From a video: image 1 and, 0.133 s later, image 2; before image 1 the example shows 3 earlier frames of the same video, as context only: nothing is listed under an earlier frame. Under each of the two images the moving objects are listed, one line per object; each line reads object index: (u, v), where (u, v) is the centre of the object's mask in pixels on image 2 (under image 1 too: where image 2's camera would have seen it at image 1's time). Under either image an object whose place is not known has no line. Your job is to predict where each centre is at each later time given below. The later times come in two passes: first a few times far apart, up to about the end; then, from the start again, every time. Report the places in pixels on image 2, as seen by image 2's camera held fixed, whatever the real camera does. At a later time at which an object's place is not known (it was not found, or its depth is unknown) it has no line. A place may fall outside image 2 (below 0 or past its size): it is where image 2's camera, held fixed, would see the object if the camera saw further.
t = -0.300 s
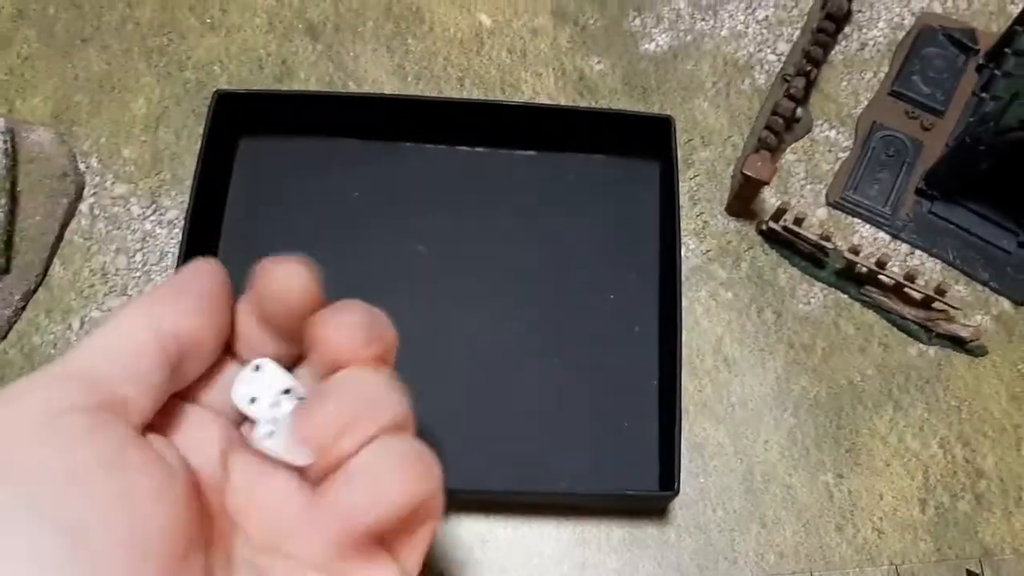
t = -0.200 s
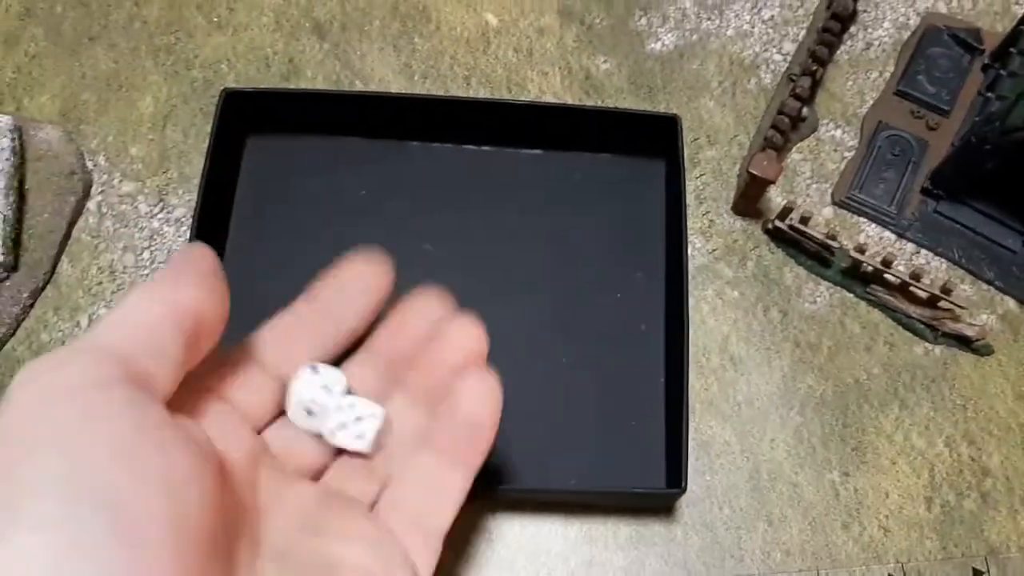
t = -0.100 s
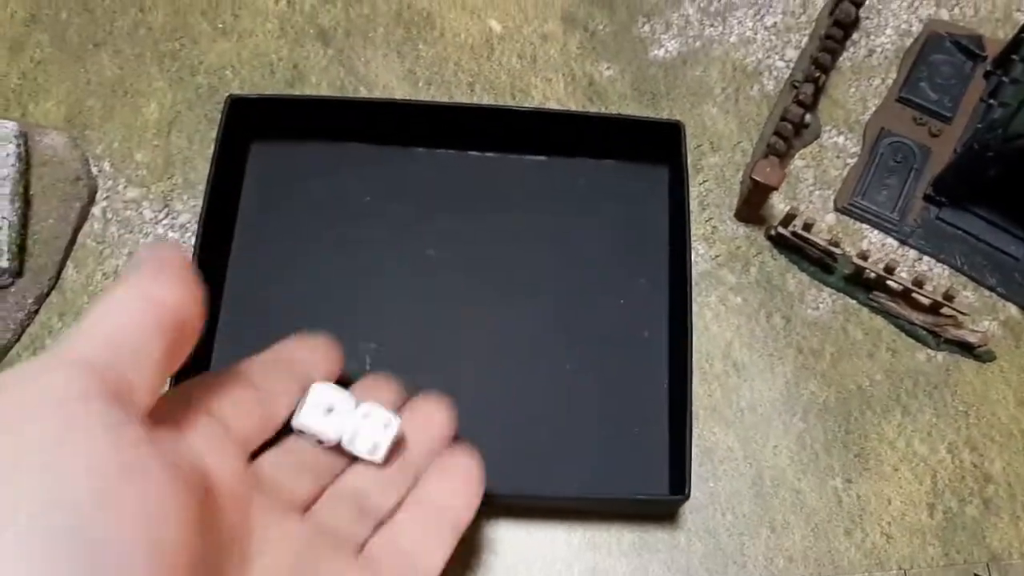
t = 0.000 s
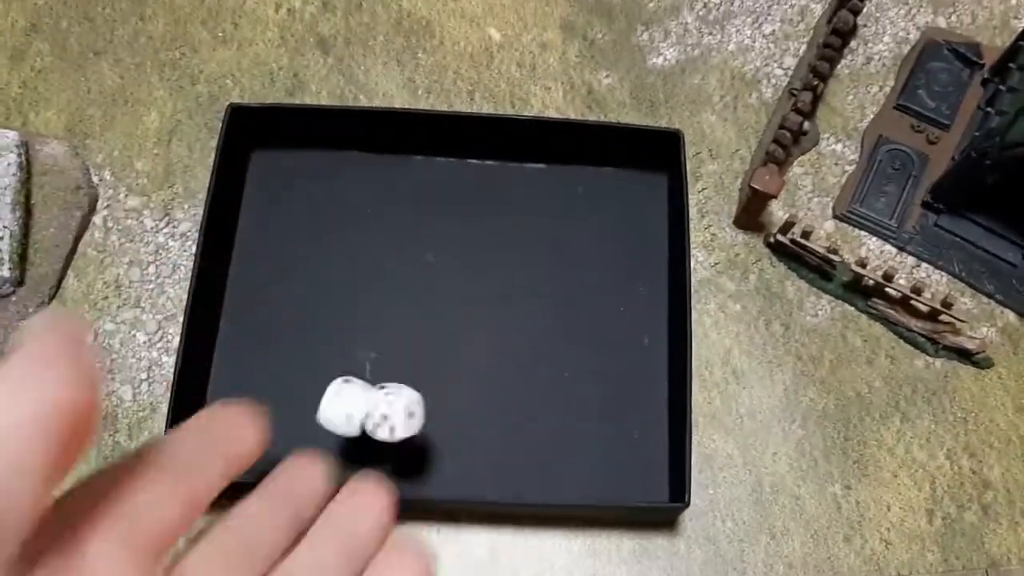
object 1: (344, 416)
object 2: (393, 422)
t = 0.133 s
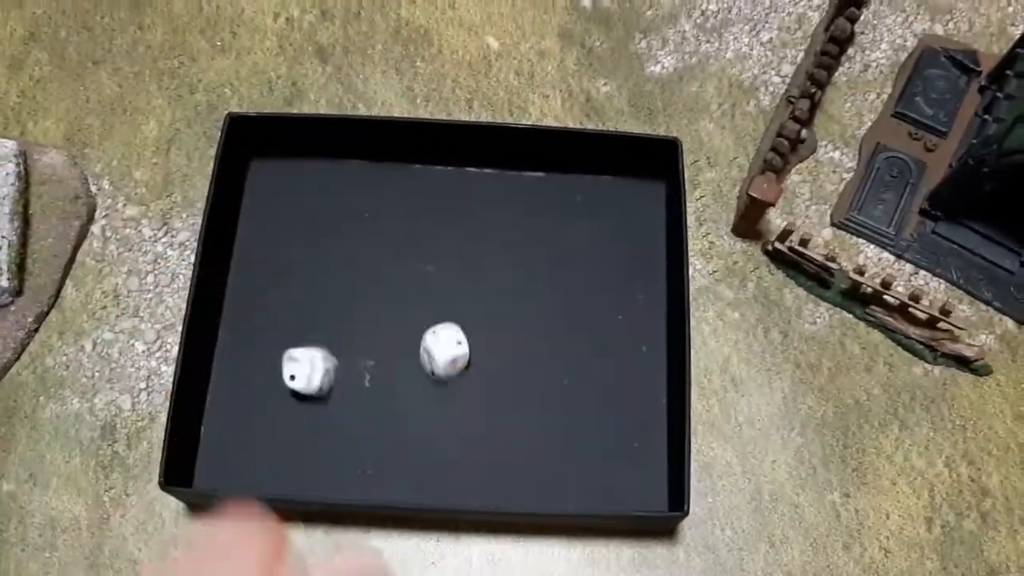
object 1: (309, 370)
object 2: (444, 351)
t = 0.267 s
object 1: (280, 316)
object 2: (440, 330)
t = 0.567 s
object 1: (267, 236)
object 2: (440, 331)
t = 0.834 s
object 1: (284, 184)
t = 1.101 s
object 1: (307, 173)
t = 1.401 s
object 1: (300, 175)
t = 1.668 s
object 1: (299, 176)
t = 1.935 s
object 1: (299, 175)
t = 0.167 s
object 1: (298, 354)
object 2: (447, 334)
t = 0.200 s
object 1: (290, 341)
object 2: (444, 328)
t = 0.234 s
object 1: (285, 331)
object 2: (440, 329)
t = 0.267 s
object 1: (280, 316)
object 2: (440, 330)
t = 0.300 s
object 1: (275, 304)
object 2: (440, 330)
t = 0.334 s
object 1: (273, 295)
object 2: (440, 330)
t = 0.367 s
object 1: (273, 284)
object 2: (440, 331)
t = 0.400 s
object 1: (272, 272)
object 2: (440, 331)
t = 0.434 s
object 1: (270, 265)
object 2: (440, 331)
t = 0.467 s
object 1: (270, 259)
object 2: (440, 331)
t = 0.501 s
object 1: (272, 249)
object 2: (440, 331)
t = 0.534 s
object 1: (269, 241)
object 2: (440, 330)
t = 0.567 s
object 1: (267, 236)
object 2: (440, 331)
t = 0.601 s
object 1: (268, 229)
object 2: (440, 331)
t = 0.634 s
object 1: (272, 221)
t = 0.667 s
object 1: (269, 213)
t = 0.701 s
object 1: (269, 207)
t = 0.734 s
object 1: (273, 201)
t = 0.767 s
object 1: (279, 193)
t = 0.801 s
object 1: (279, 186)
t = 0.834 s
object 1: (284, 184)
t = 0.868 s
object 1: (291, 178)
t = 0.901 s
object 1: (295, 174)
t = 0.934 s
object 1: (295, 173)
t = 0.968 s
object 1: (297, 172)
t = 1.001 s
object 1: (301, 167)
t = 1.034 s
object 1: (301, 168)
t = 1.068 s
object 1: (306, 171)
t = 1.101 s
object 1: (307, 173)
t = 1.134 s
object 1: (305, 177)
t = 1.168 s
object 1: (305, 178)
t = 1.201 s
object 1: (302, 179)
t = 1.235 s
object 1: (299, 179)
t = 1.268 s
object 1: (298, 178)
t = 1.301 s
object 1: (296, 176)
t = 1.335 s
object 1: (297, 175)
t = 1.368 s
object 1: (299, 174)
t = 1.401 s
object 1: (300, 175)
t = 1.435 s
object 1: (299, 175)
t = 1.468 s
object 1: (299, 175)
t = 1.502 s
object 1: (299, 175)
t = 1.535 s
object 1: (299, 175)
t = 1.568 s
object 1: (299, 175)
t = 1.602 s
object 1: (299, 175)
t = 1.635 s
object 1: (299, 175)
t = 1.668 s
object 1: (299, 176)
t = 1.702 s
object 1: (299, 175)
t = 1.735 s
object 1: (299, 176)
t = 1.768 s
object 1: (299, 176)
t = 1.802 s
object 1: (299, 175)
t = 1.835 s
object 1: (299, 176)
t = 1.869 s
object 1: (298, 176)
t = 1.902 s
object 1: (299, 176)
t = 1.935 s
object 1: (299, 175)
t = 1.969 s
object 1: (298, 175)
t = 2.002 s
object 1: (298, 176)
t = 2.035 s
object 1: (298, 176)
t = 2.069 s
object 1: (298, 176)
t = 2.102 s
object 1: (298, 176)
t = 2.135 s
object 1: (298, 176)
